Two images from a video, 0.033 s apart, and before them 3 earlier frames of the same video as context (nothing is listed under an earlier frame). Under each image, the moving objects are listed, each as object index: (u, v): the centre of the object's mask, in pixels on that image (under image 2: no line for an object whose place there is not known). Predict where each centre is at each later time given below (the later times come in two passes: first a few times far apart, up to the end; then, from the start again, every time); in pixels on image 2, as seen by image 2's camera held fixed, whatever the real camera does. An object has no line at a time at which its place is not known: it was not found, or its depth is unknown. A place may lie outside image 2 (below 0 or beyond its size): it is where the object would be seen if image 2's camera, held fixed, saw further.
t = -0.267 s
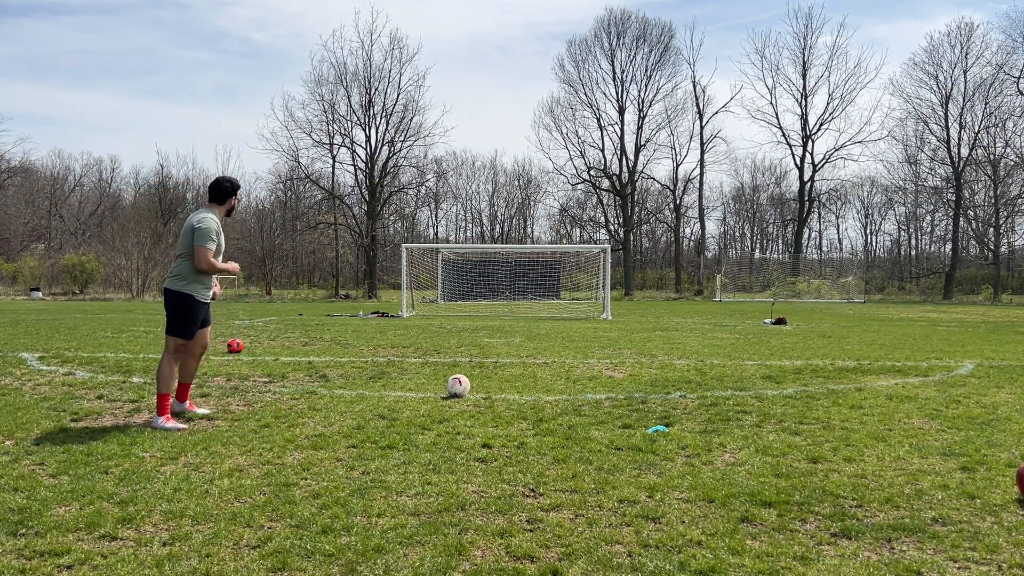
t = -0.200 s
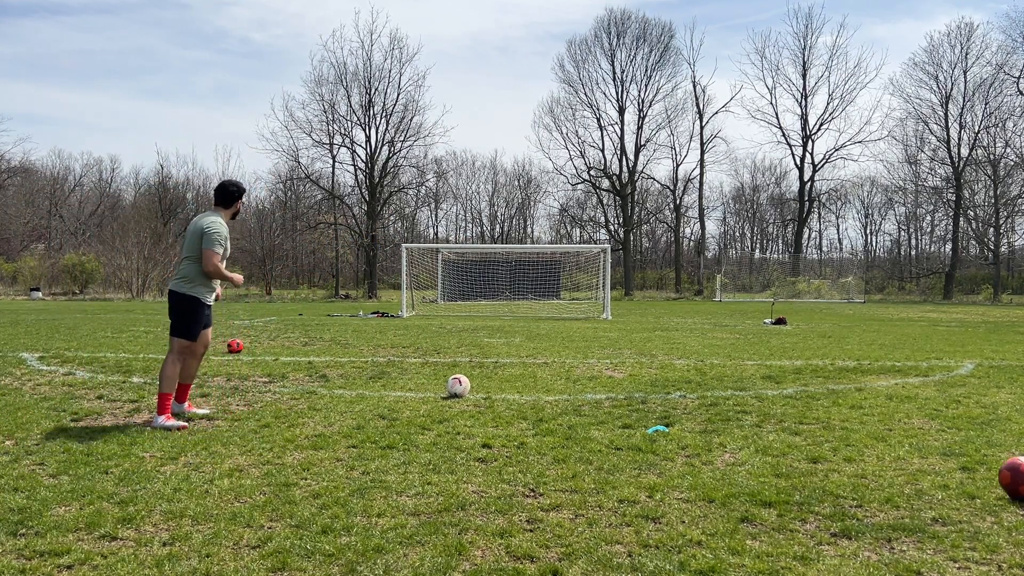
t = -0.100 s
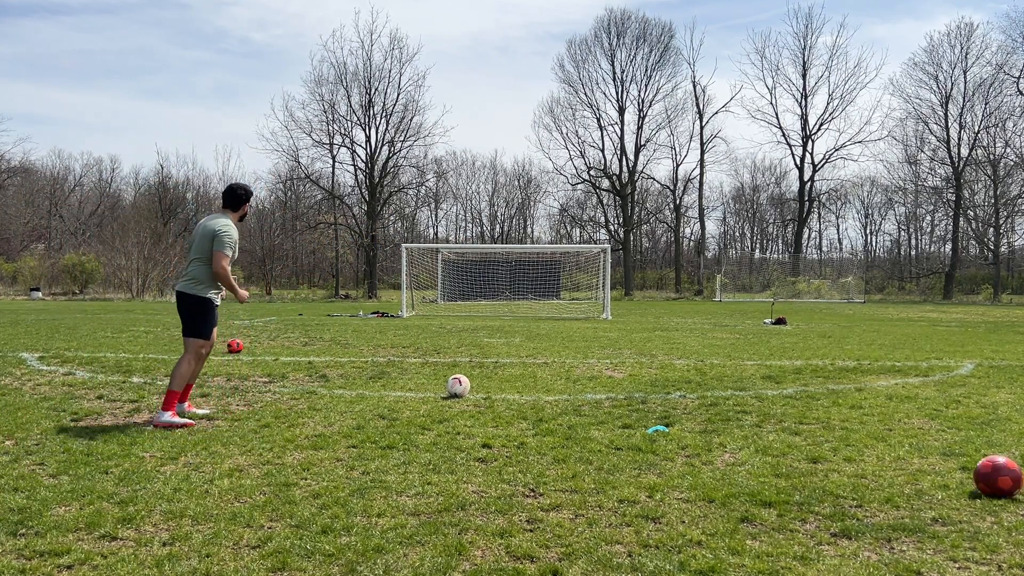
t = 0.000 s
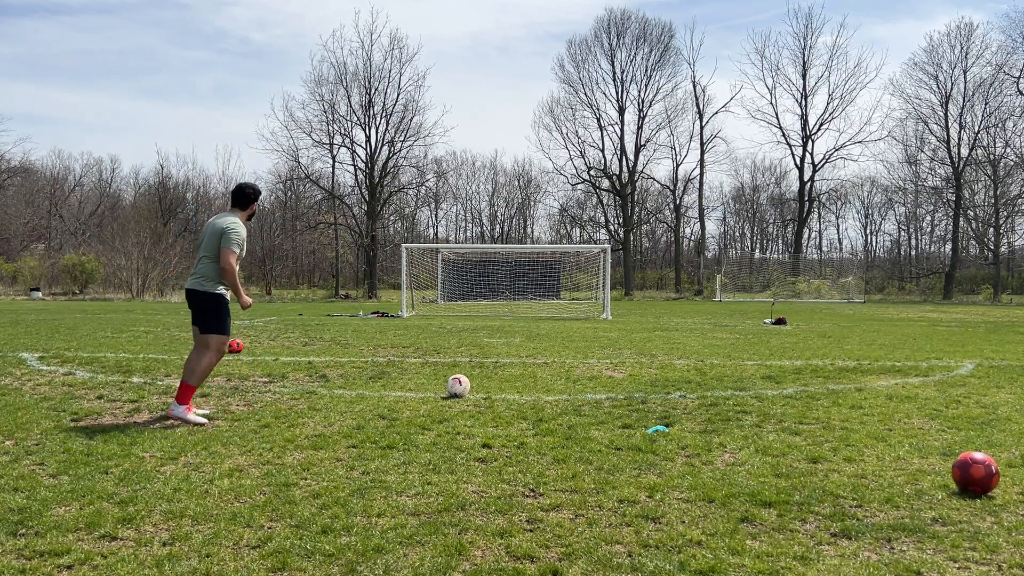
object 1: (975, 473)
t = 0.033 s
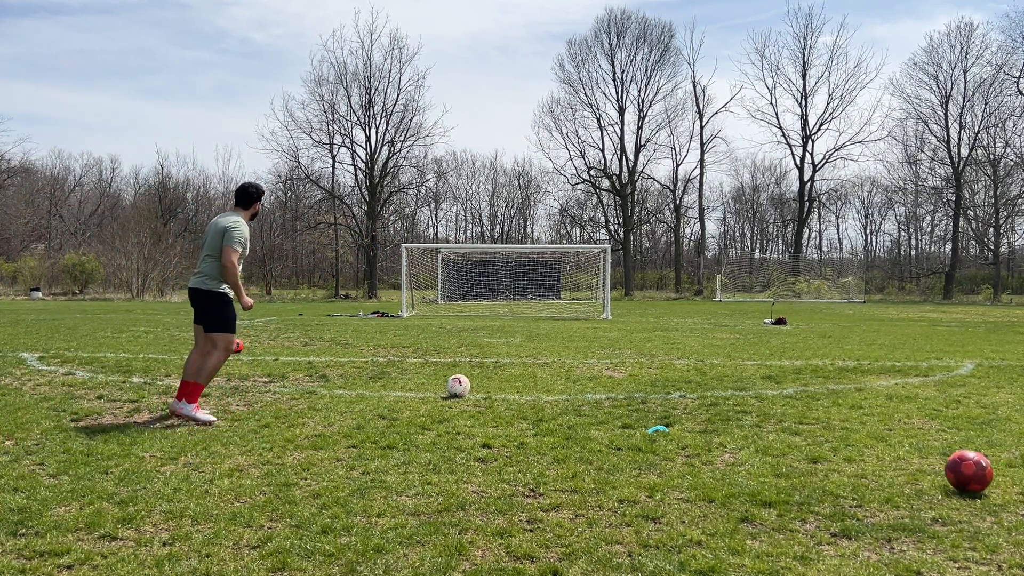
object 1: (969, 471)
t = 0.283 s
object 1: (922, 469)
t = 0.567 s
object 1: (878, 463)
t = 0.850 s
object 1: (839, 460)
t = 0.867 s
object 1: (837, 459)
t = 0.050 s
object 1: (966, 471)
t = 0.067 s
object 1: (962, 471)
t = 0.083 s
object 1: (959, 471)
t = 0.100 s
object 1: (956, 471)
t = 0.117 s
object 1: (952, 471)
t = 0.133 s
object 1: (949, 471)
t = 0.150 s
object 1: (946, 470)
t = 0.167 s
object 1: (943, 470)
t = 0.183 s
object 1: (940, 469)
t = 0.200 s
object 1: (937, 469)
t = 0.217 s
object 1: (934, 469)
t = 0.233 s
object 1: (931, 469)
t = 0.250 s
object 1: (928, 469)
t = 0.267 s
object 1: (925, 469)
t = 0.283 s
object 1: (922, 469)
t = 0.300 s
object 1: (919, 468)
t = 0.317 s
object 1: (916, 468)
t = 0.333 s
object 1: (913, 468)
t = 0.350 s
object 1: (911, 467)
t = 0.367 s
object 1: (907, 467)
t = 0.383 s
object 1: (905, 467)
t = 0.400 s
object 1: (902, 466)
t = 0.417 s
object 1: (900, 465)
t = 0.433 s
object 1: (898, 465)
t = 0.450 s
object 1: (895, 465)
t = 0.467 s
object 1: (893, 464)
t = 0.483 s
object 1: (890, 464)
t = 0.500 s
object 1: (888, 464)
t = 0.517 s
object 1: (885, 464)
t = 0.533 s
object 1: (883, 463)
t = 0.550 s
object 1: (881, 463)
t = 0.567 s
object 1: (878, 463)
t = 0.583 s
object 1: (876, 463)
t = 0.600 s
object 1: (874, 463)
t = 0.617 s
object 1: (871, 463)
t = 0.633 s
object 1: (869, 463)
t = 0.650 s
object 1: (866, 463)
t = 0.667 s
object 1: (864, 462)
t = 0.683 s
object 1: (861, 462)
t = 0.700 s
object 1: (859, 462)
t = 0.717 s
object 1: (856, 461)
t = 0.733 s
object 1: (854, 461)
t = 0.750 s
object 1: (852, 461)
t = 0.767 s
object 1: (850, 461)
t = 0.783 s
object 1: (848, 460)
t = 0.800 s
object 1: (845, 460)
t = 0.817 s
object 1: (843, 460)
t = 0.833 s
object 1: (841, 460)
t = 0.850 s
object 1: (839, 460)
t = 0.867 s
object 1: (837, 459)
